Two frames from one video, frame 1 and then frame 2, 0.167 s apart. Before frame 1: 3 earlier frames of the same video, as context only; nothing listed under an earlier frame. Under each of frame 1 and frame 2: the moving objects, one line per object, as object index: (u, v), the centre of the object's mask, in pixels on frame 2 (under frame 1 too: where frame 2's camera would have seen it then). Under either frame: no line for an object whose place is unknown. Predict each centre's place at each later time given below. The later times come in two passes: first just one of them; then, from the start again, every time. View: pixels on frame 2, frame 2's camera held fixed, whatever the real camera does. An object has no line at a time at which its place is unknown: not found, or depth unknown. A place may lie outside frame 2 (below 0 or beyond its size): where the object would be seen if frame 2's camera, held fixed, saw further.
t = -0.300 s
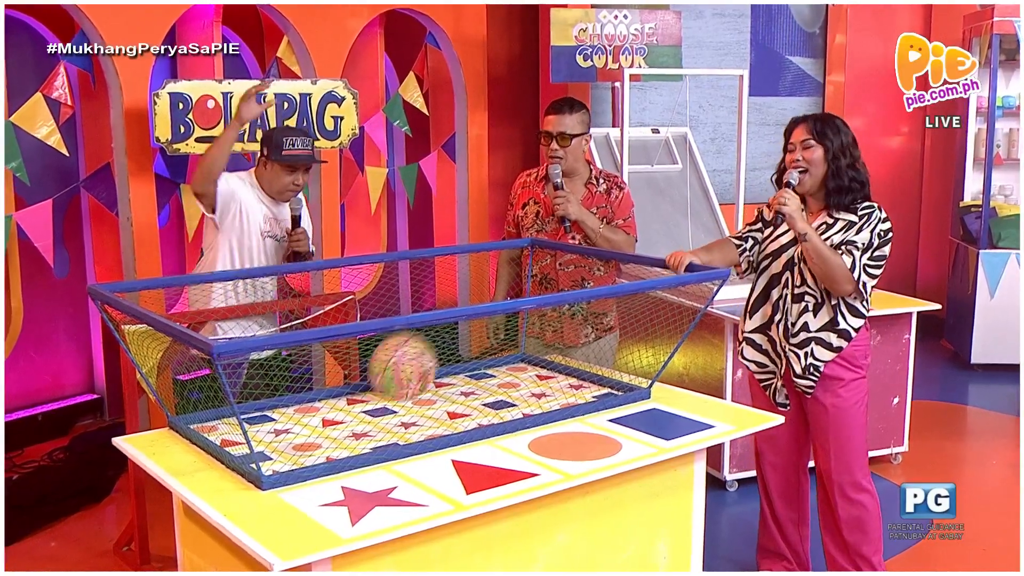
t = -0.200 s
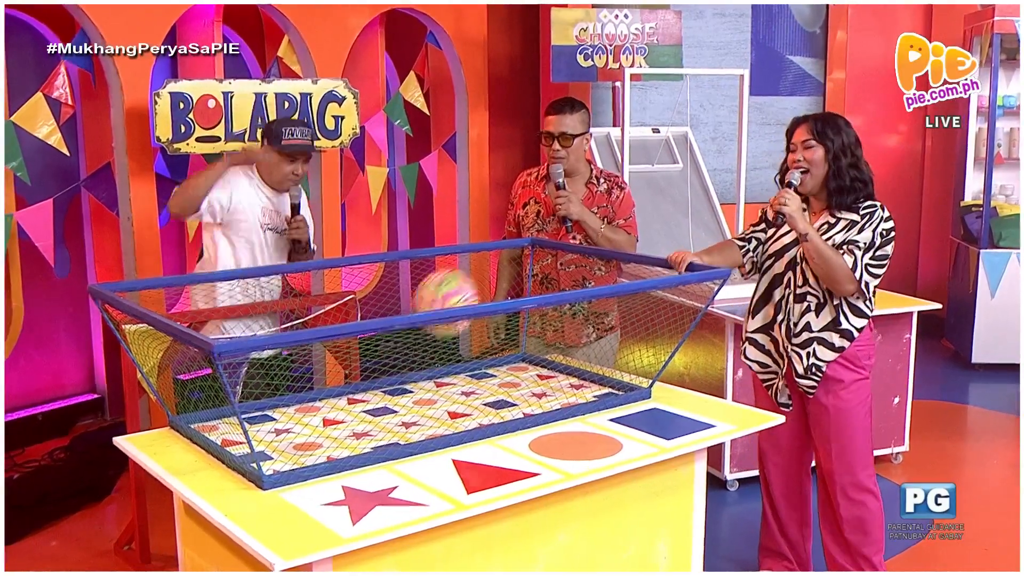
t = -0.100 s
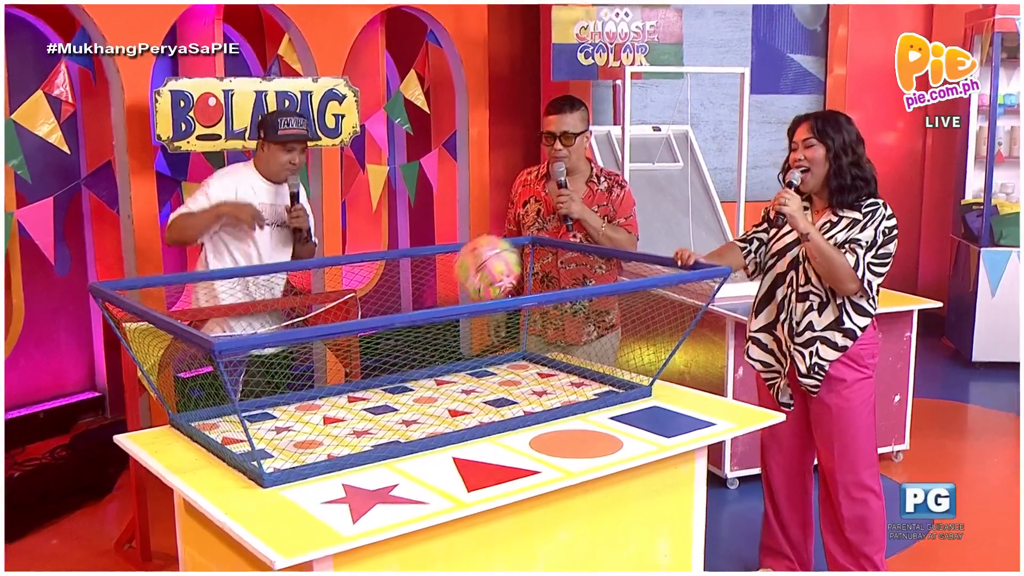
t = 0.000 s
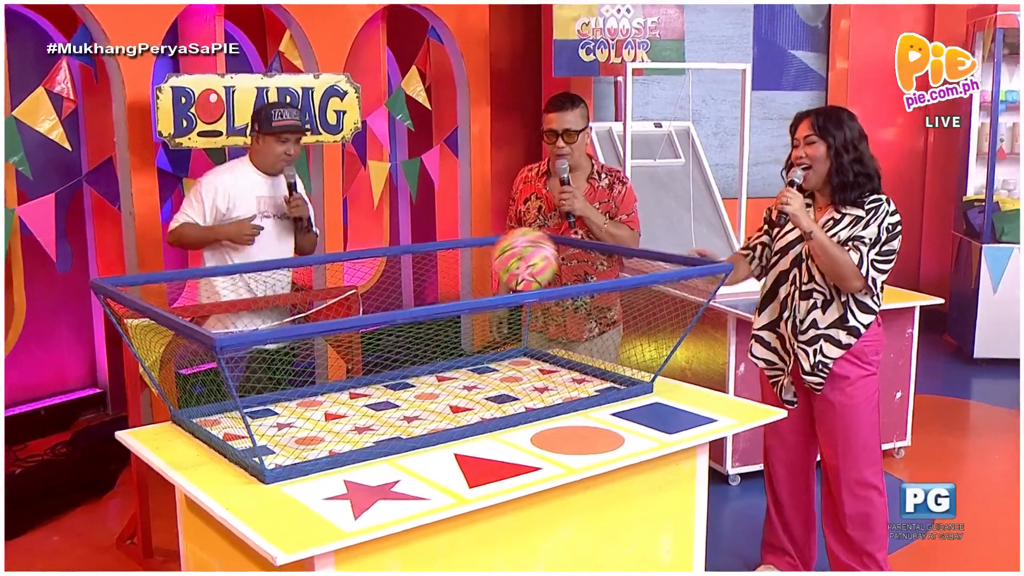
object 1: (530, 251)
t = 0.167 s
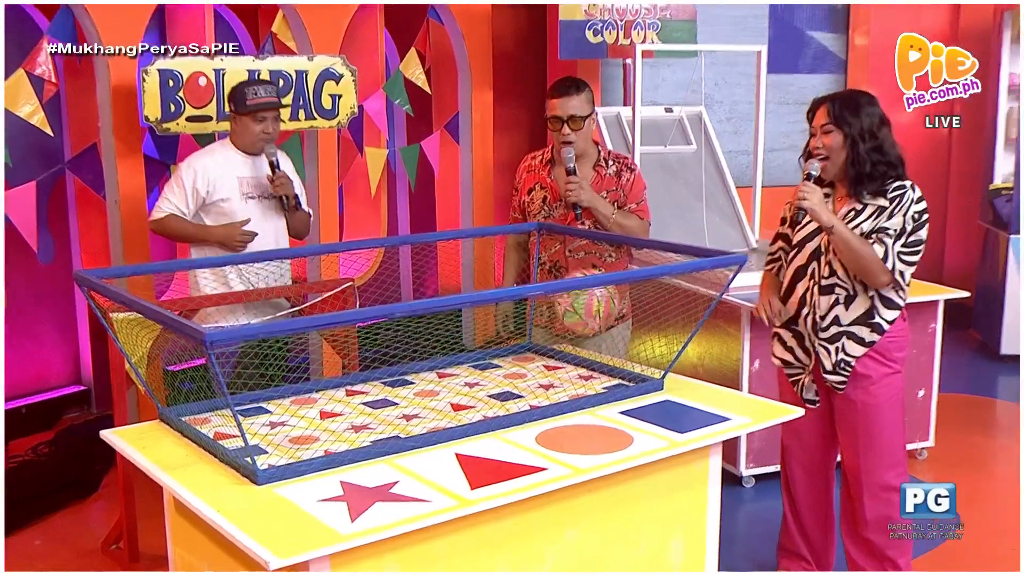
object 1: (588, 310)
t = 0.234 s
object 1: (572, 314)
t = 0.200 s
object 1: (582, 312)
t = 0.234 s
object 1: (572, 314)
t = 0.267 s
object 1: (561, 317)
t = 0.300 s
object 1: (550, 324)
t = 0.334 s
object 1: (540, 336)
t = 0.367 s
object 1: (530, 348)
